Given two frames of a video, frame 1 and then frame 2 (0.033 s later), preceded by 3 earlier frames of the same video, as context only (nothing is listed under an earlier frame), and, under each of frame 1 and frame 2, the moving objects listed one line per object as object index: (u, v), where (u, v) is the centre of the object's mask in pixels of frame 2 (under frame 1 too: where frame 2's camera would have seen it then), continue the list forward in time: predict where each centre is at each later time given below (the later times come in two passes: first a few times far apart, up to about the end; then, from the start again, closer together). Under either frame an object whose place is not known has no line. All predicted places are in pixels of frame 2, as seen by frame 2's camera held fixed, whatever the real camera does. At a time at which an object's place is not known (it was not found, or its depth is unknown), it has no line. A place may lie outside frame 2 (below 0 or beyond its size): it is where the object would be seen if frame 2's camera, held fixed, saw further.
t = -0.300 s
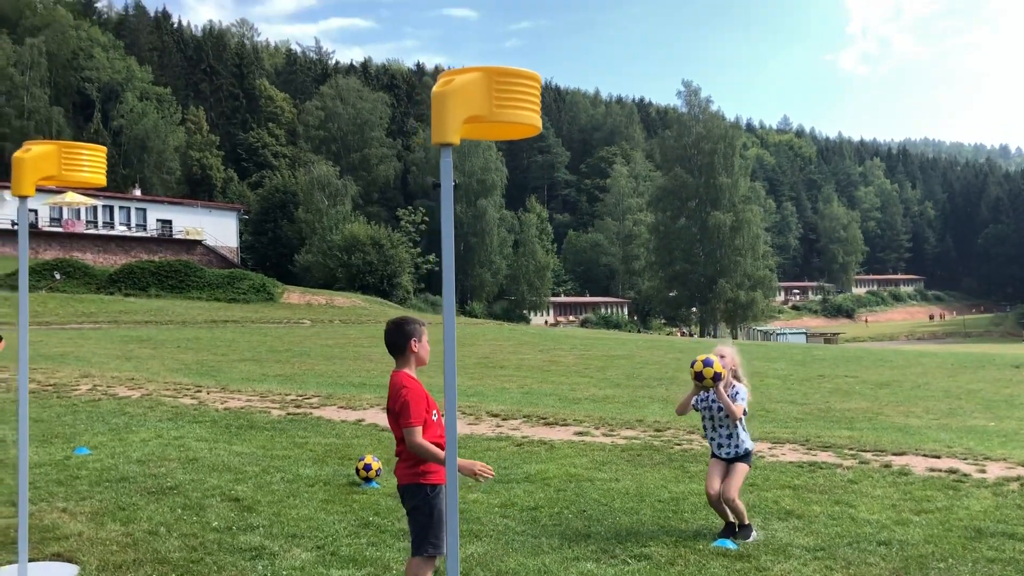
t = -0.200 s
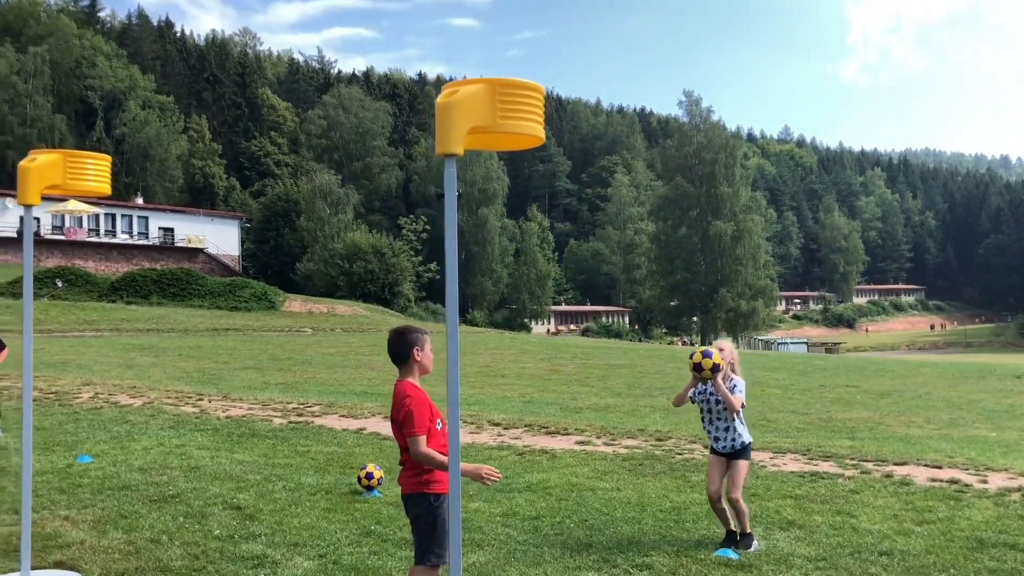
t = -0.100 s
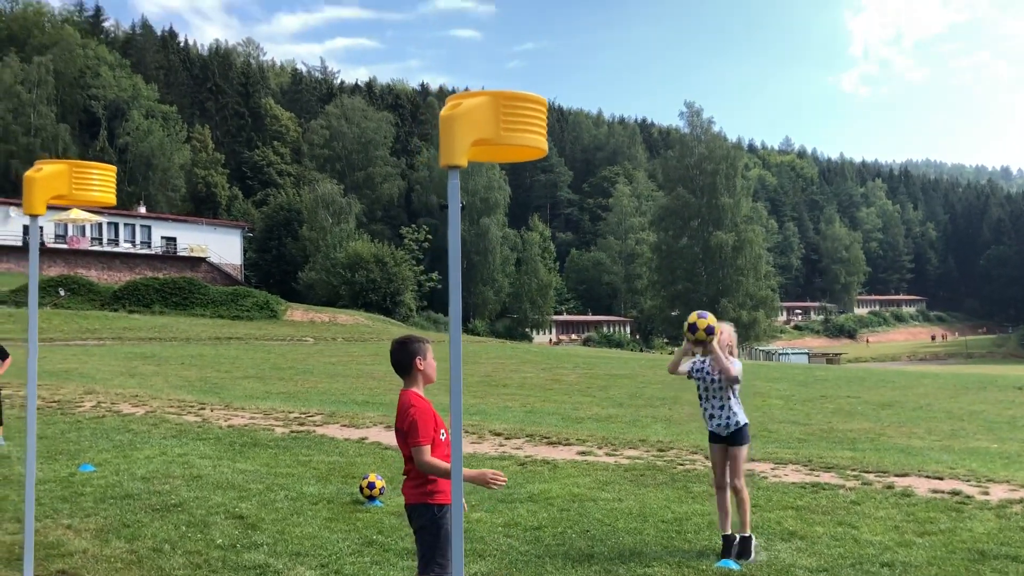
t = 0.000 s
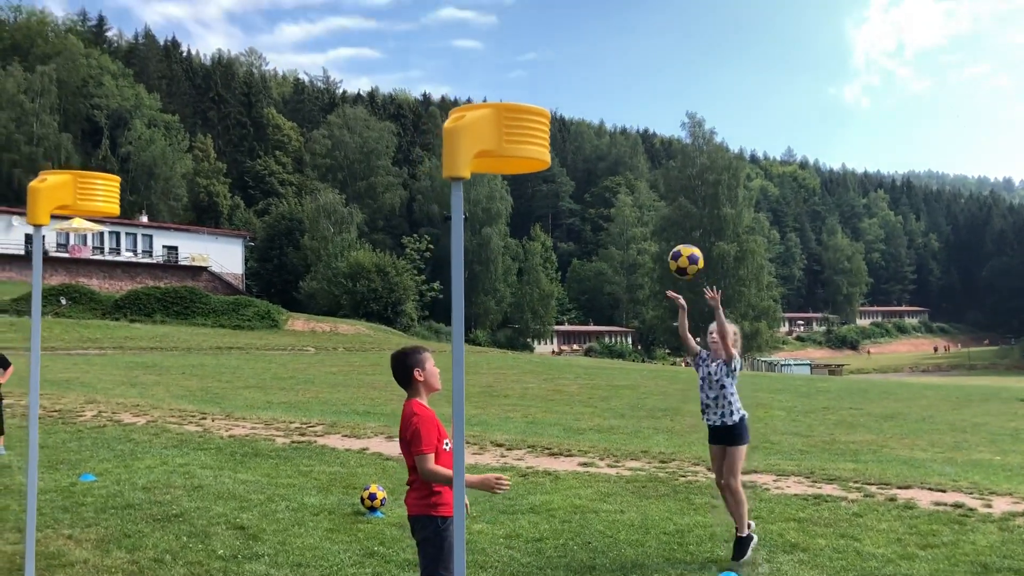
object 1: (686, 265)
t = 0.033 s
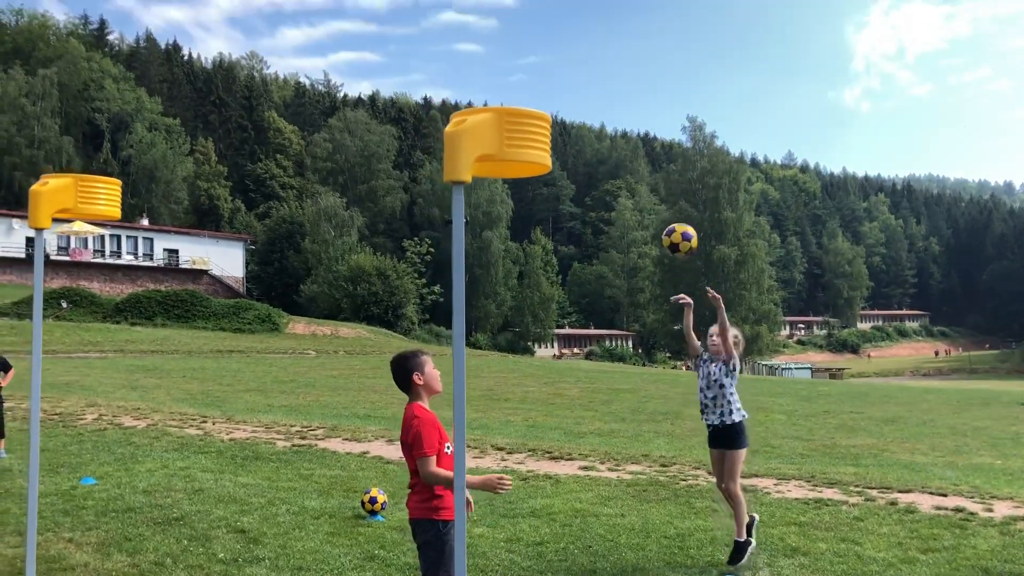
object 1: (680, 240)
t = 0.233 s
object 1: (638, 122)
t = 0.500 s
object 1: (581, 50)
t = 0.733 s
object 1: (526, 91)
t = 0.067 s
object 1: (673, 216)
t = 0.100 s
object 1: (666, 195)
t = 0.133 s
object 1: (659, 175)
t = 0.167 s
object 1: (652, 155)
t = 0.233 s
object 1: (638, 122)
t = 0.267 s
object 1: (631, 107)
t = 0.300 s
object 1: (624, 93)
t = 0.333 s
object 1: (617, 81)
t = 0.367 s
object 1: (610, 72)
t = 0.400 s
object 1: (603, 64)
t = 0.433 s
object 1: (596, 58)
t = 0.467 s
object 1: (588, 53)
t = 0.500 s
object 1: (581, 50)
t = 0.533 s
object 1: (573, 50)
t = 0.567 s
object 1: (565, 52)
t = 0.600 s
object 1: (558, 56)
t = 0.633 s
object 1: (550, 63)
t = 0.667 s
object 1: (542, 72)
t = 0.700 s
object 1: (533, 83)
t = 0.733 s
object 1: (526, 91)
